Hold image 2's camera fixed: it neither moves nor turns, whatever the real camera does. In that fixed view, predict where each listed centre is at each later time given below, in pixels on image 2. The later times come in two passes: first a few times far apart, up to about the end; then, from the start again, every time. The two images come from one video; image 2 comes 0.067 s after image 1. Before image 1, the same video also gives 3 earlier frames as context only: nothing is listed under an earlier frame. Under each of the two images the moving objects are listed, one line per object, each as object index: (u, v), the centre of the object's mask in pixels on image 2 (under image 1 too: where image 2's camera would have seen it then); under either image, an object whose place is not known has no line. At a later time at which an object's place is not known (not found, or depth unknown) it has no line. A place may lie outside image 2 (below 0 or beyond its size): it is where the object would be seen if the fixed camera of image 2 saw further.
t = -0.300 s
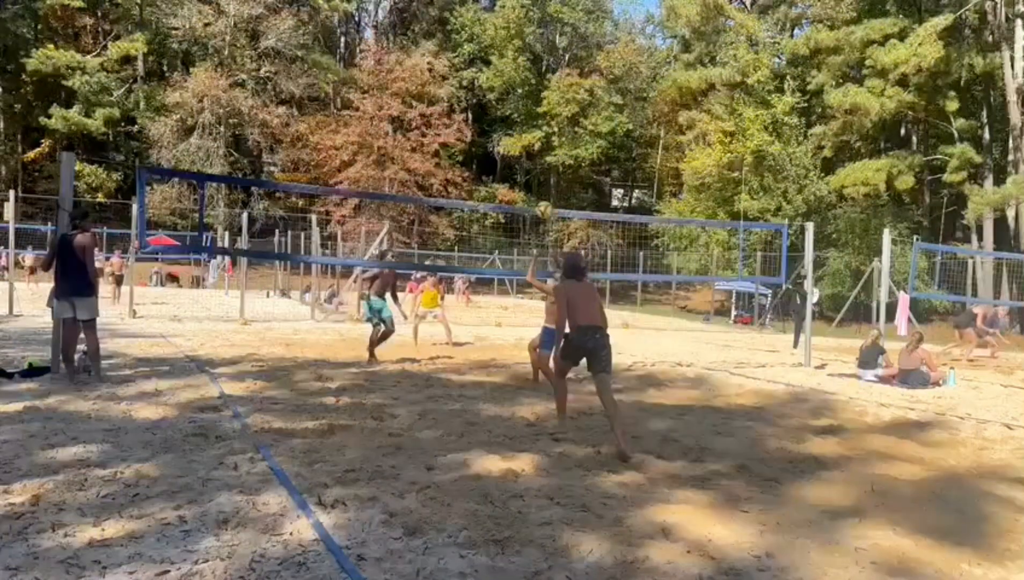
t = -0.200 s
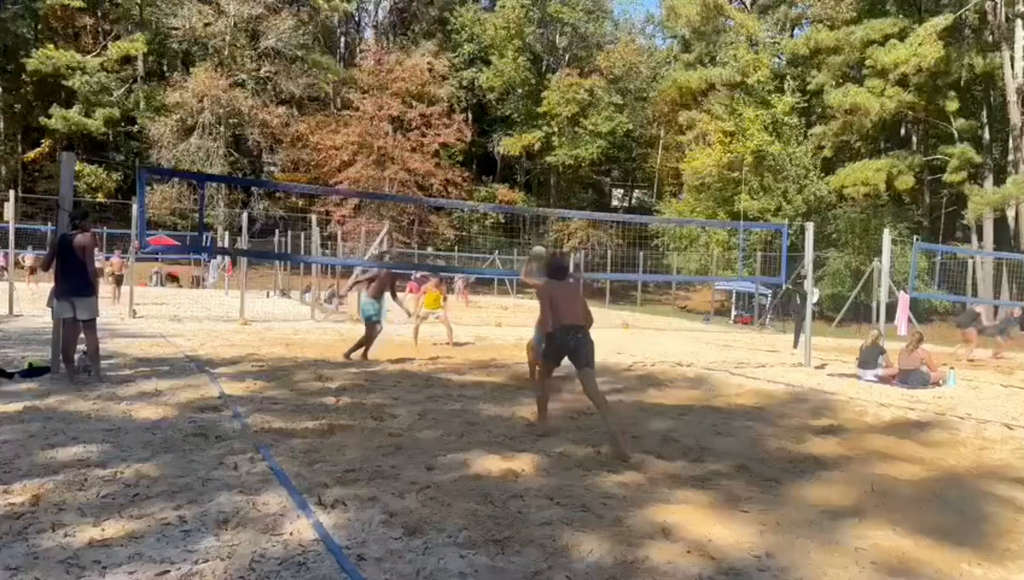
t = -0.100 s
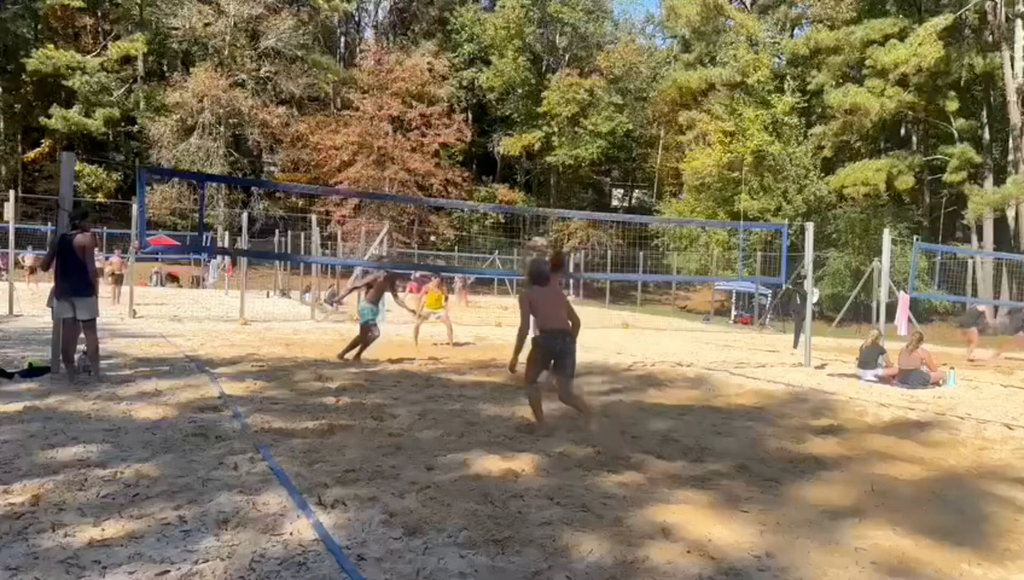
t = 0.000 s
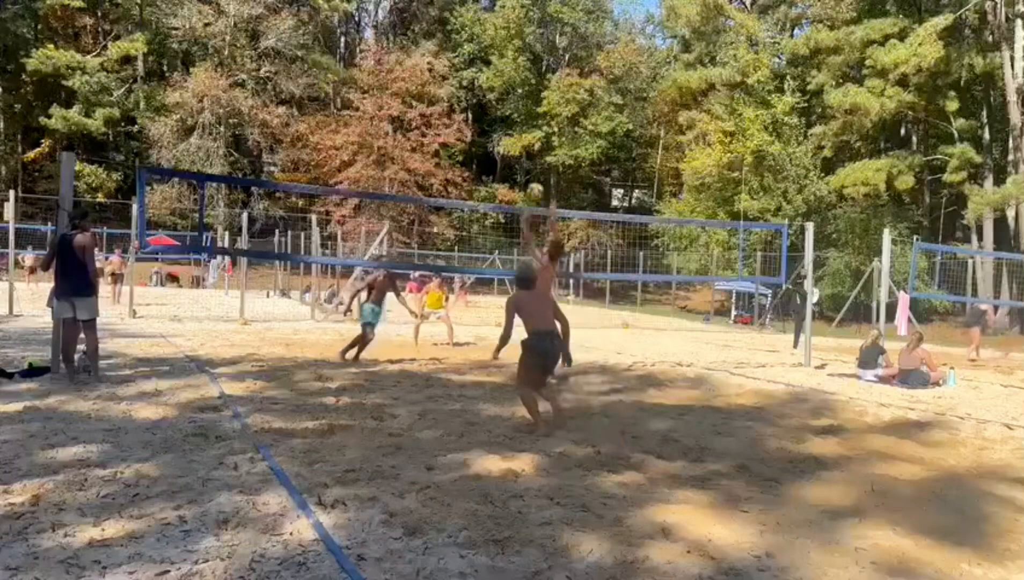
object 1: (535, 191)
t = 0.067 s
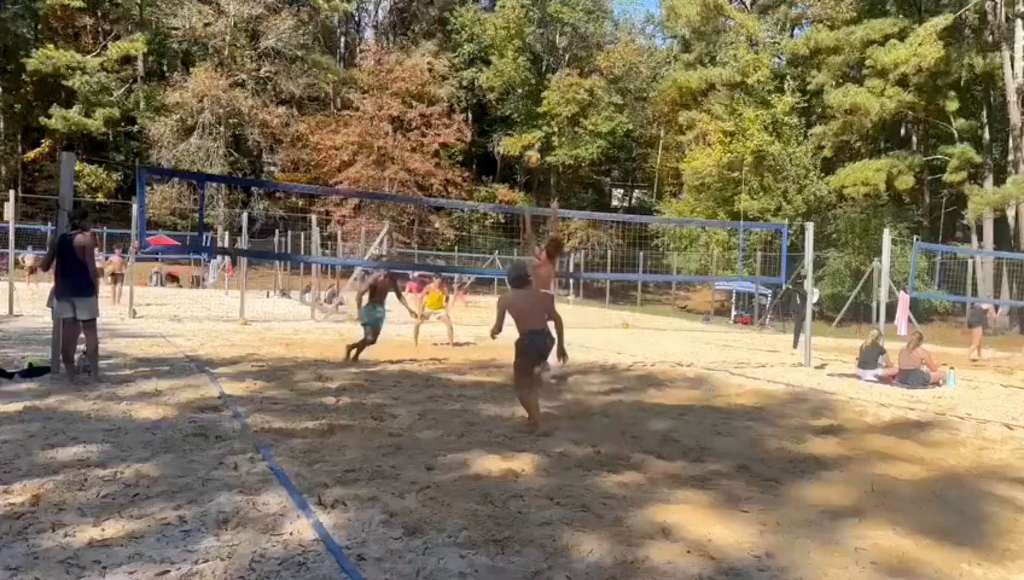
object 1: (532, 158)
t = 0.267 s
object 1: (523, 80)
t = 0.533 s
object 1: (509, 23)
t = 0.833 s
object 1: (492, 26)
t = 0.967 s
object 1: (484, 53)
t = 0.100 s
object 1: (532, 143)
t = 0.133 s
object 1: (528, 127)
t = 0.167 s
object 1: (527, 115)
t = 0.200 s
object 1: (526, 102)
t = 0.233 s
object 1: (524, 91)
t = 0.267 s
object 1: (523, 80)
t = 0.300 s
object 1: (522, 68)
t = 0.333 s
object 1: (520, 59)
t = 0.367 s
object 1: (518, 50)
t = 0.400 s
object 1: (516, 44)
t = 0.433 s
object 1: (514, 38)
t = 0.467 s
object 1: (512, 32)
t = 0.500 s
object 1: (511, 28)
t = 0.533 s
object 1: (509, 23)
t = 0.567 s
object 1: (508, 20)
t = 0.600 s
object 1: (506, 18)
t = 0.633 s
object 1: (505, 17)
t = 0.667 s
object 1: (502, 15)
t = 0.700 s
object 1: (498, 15)
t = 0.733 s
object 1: (497, 16)
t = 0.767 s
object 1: (495, 20)
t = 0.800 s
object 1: (493, 22)
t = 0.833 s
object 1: (492, 26)
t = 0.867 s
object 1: (489, 32)
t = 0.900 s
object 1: (488, 37)
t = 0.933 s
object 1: (485, 44)
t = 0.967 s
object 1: (484, 53)
